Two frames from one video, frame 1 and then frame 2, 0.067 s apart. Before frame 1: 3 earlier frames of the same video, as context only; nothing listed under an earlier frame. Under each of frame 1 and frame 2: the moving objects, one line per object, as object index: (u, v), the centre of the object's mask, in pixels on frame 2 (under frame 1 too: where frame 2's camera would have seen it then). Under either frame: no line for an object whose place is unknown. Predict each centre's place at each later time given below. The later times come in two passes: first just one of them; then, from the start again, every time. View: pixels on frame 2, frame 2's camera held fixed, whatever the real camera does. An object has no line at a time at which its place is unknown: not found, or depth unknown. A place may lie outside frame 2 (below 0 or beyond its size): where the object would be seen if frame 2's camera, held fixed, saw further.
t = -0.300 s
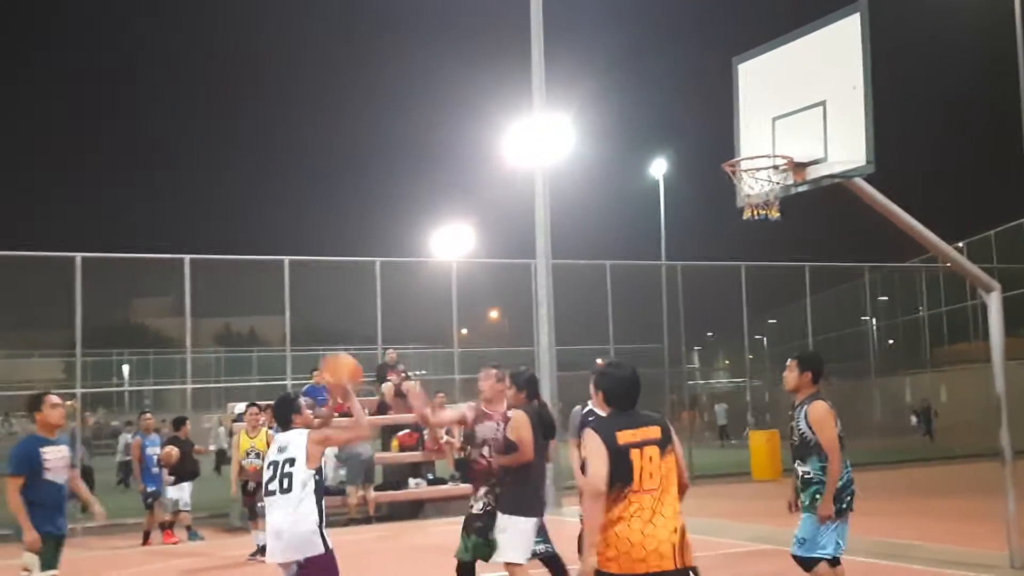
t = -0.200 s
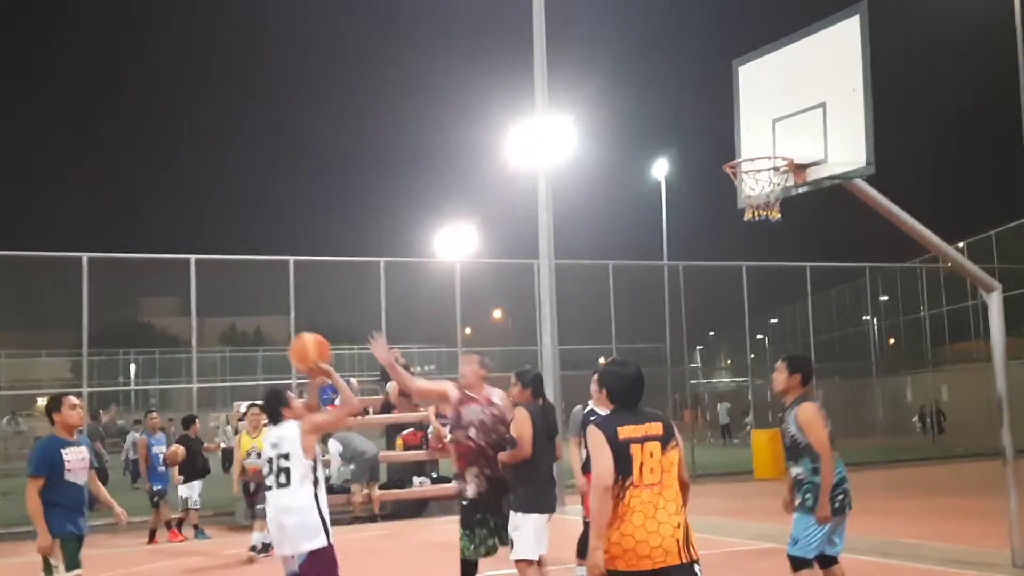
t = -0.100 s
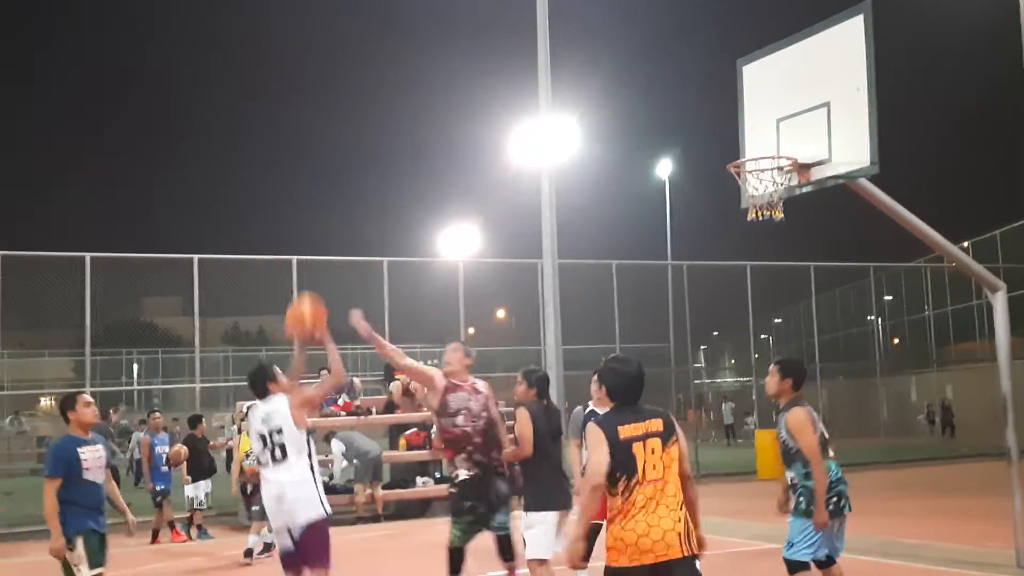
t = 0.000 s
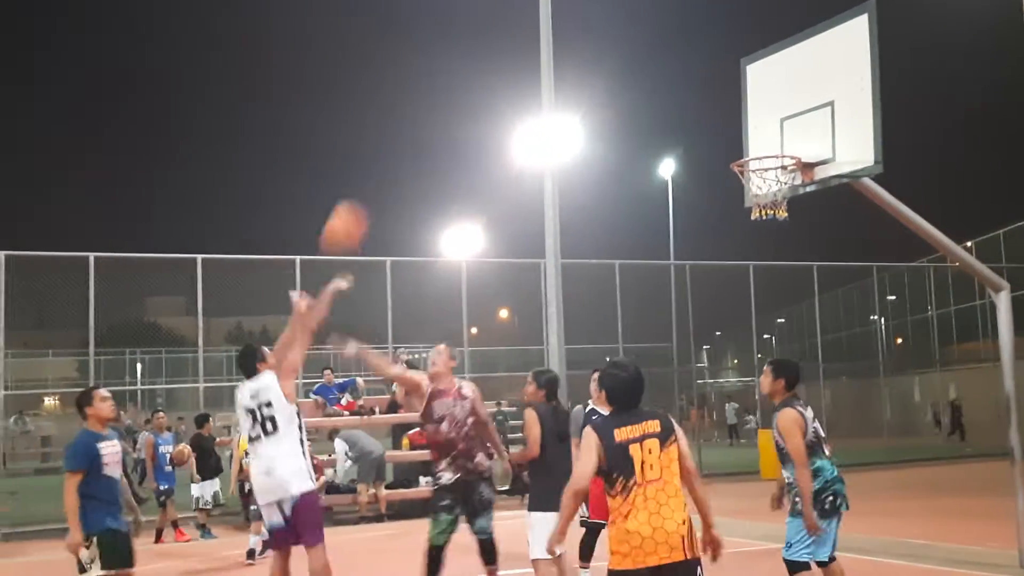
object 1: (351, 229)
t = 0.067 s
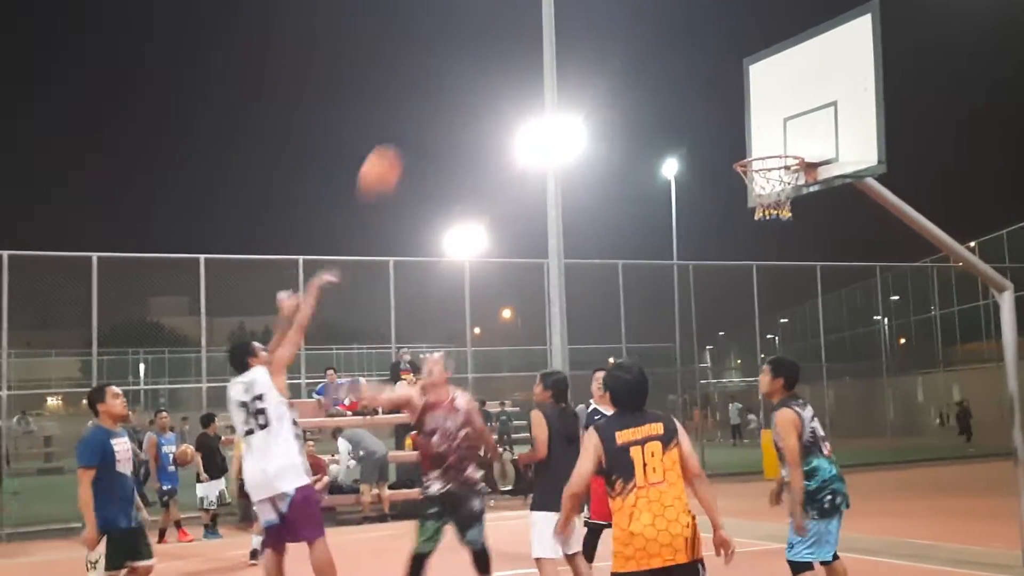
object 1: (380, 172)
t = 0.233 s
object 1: (456, 69)
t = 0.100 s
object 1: (395, 148)
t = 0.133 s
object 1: (411, 125)
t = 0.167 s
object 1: (426, 104)
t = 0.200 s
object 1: (440, 86)
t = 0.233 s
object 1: (456, 69)
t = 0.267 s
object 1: (470, 53)
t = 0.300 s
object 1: (485, 41)
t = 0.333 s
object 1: (500, 30)
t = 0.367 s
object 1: (513, 20)
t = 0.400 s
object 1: (526, 15)
